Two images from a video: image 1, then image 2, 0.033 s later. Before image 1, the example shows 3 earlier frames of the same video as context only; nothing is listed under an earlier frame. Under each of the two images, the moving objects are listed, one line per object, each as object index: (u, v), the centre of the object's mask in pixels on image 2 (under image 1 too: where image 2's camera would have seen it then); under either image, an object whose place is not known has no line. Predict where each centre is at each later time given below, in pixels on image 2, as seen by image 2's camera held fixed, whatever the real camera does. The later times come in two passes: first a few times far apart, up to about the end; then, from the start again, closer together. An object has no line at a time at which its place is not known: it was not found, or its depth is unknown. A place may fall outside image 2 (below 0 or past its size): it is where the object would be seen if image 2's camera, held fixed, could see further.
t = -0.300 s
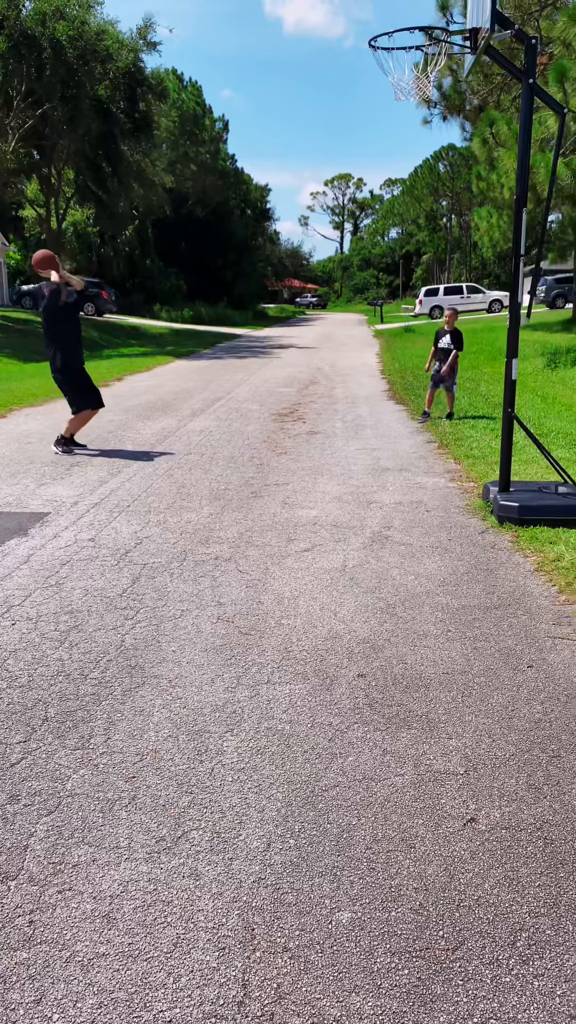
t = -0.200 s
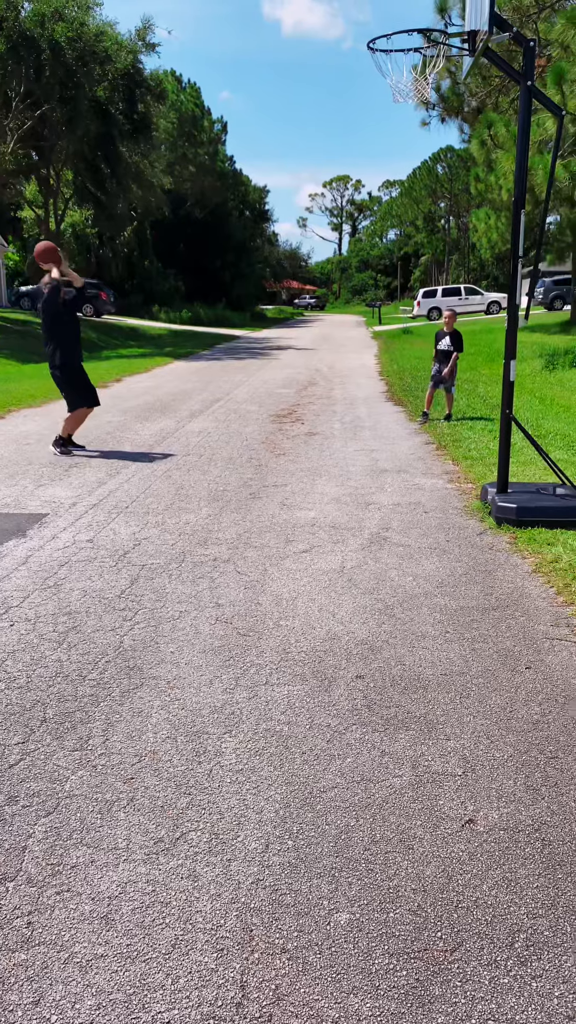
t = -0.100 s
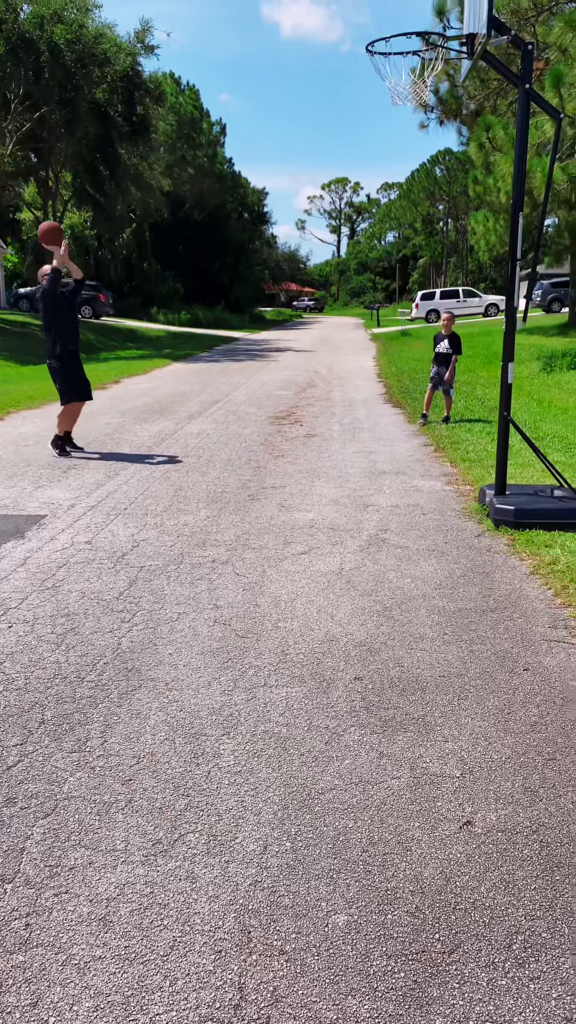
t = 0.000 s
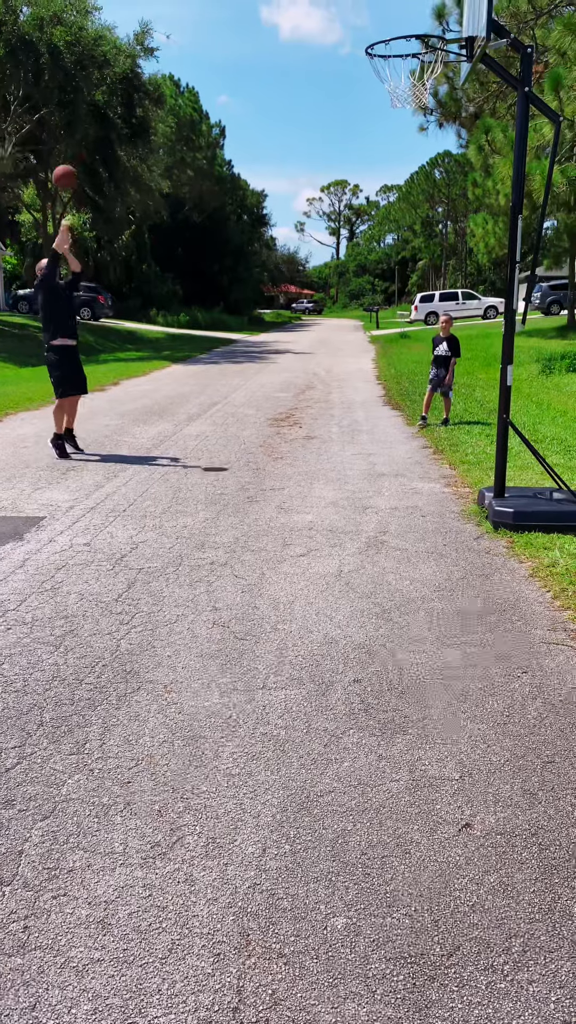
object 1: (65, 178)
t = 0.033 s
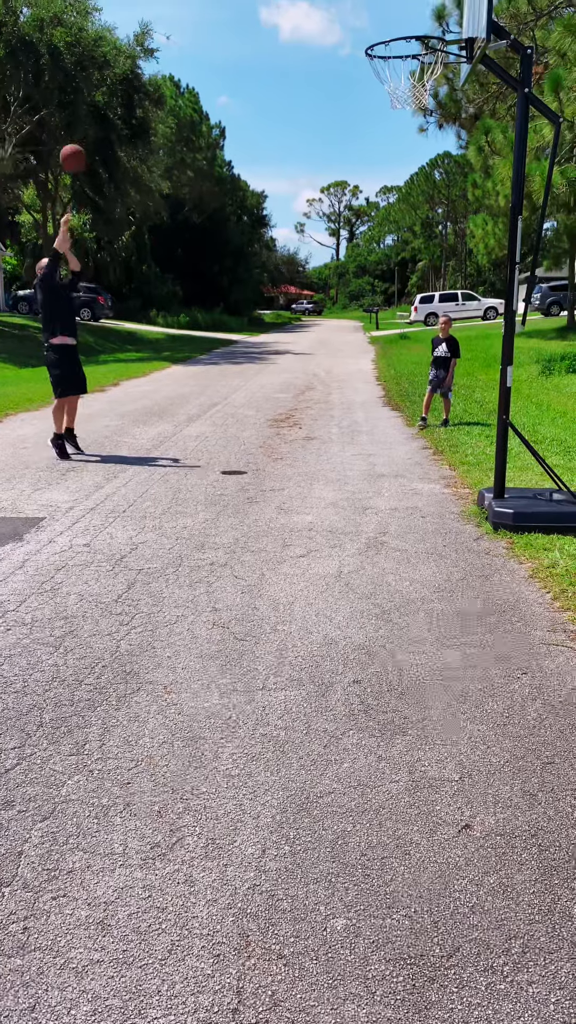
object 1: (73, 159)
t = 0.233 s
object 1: (124, 48)
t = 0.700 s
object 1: (289, -23)
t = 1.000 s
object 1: (425, 67)
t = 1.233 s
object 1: (423, 100)
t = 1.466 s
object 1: (385, 178)
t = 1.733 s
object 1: (344, 354)
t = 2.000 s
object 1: (308, 426)
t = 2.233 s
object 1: (276, 310)
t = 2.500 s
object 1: (238, 268)
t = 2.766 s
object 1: (202, 327)
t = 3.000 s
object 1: (174, 450)
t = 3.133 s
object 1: (160, 444)
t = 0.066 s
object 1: (81, 138)
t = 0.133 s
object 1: (96, 99)
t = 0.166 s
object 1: (106, 81)
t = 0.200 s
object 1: (114, 65)
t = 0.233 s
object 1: (124, 48)
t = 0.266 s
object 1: (133, 33)
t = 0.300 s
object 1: (143, 19)
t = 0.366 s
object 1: (165, -1)
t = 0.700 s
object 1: (289, -23)
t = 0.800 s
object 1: (336, -9)
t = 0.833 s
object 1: (351, 4)
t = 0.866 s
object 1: (367, 20)
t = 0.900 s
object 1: (383, 35)
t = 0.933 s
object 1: (399, 44)
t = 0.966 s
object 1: (413, 56)
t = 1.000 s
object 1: (425, 67)
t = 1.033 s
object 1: (433, 74)
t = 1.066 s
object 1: (434, 77)
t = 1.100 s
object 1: (434, 78)
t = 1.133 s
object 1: (433, 80)
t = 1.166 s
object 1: (429, 88)
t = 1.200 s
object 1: (427, 94)
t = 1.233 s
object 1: (423, 100)
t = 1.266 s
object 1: (417, 106)
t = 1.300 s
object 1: (412, 113)
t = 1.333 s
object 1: (407, 122)
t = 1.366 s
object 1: (401, 134)
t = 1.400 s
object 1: (395, 147)
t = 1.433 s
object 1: (390, 161)
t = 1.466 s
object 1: (385, 178)
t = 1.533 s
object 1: (375, 214)
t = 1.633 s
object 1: (359, 279)
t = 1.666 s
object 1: (353, 303)
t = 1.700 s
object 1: (349, 329)
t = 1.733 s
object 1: (344, 354)
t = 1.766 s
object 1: (339, 380)
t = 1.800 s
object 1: (334, 408)
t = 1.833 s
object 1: (330, 436)
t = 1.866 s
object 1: (325, 466)
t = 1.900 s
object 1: (320, 494)
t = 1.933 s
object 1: (317, 471)
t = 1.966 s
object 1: (312, 448)
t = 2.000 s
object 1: (308, 426)
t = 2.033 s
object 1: (304, 405)
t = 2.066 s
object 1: (299, 386)
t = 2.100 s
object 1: (295, 368)
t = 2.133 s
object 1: (290, 351)
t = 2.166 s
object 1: (286, 336)
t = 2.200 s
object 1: (281, 322)
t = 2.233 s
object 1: (276, 310)
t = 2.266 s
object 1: (272, 298)
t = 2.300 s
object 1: (266, 290)
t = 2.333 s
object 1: (262, 281)
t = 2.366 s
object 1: (258, 277)
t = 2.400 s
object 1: (252, 272)
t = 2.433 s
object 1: (247, 269)
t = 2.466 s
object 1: (242, 268)
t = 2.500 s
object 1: (238, 268)
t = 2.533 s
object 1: (234, 271)
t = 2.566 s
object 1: (229, 274)
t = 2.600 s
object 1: (224, 279)
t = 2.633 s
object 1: (219, 286)
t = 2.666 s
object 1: (215, 294)
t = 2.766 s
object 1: (202, 327)
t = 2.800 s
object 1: (197, 341)
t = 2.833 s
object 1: (193, 356)
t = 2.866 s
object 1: (189, 373)
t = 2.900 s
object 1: (185, 390)
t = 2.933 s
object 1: (182, 409)
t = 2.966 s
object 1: (178, 429)
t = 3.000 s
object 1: (174, 450)
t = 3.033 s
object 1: (171, 472)
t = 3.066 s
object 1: (167, 479)
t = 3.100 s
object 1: (164, 461)
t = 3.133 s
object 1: (160, 444)
